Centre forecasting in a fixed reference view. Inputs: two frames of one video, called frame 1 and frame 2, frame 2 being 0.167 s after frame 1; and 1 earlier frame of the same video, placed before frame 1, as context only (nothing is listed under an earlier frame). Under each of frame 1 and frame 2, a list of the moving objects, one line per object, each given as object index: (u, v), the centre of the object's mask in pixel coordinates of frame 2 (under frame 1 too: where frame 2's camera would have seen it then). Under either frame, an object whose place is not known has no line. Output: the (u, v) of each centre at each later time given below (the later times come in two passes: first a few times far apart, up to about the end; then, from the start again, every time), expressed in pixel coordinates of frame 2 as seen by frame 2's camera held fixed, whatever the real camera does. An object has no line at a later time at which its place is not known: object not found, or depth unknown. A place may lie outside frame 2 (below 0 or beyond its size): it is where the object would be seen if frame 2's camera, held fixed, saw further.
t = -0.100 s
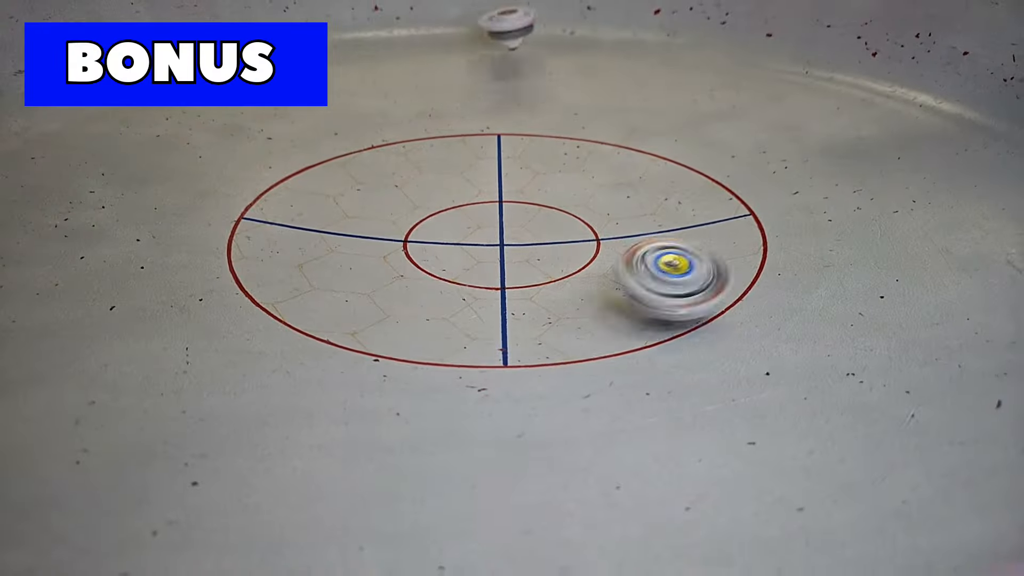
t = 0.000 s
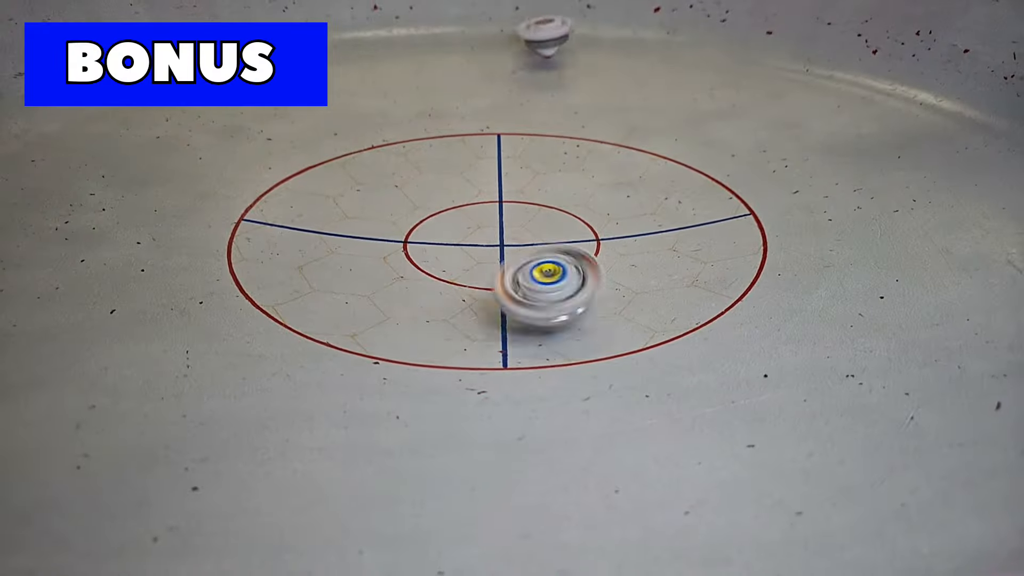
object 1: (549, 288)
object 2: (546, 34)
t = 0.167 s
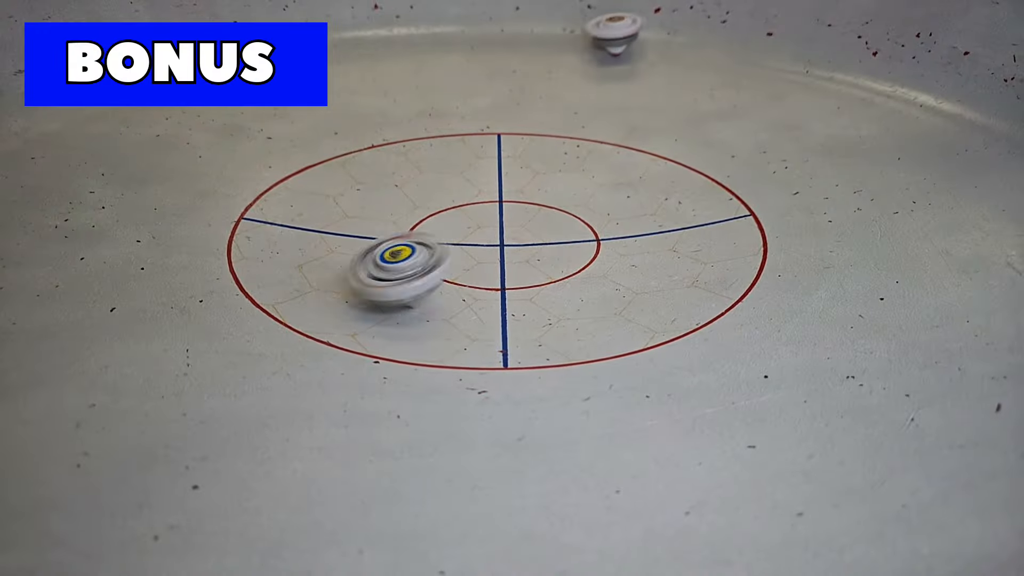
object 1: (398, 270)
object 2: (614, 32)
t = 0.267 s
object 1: (355, 255)
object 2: (673, 31)
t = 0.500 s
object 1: (350, 238)
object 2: (814, 70)
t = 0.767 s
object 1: (388, 245)
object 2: (788, 177)
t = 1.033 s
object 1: (380, 234)
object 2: (491, 261)
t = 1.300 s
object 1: (227, 160)
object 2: (402, 289)
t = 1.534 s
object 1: (167, 141)
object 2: (271, 215)
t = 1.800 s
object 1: (177, 142)
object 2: (445, 154)
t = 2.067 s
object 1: (217, 154)
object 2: (673, 177)
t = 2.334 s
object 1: (325, 182)
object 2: (769, 281)
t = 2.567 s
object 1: (445, 200)
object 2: (520, 371)
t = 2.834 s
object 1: (561, 205)
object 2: (228, 279)
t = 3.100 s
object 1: (664, 198)
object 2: (321, 166)
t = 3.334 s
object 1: (716, 197)
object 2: (498, 123)
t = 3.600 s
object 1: (692, 206)
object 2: (715, 125)
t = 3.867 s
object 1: (640, 226)
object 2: (865, 195)
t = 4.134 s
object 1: (547, 256)
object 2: (727, 308)
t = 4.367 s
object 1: (462, 267)
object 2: (392, 303)
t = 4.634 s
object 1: (443, 238)
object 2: (173, 201)
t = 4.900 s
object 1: (416, 202)
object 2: (221, 114)
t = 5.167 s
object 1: (410, 179)
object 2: (382, 90)
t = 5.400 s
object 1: (427, 175)
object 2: (537, 119)
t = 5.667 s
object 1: (466, 172)
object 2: (650, 199)
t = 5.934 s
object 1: (516, 175)
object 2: (572, 298)
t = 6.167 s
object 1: (560, 184)
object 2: (317, 311)
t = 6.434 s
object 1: (598, 200)
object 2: (206, 236)
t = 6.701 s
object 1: (608, 218)
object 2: (342, 178)
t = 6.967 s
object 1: (587, 237)
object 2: (534, 172)
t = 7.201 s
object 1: (550, 251)
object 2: (678, 199)
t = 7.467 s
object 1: (497, 258)
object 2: (721, 271)
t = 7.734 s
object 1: (442, 247)
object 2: (511, 306)
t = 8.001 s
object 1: (409, 204)
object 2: (382, 253)
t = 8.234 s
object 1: (395, 164)
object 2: (434, 216)
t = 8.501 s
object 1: (414, 131)
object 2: (560, 218)
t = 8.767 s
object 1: (466, 111)
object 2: (636, 254)
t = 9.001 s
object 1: (526, 106)
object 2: (556, 284)
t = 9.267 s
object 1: (594, 120)
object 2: (453, 244)
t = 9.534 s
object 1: (639, 153)
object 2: (496, 188)
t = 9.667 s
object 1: (651, 175)
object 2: (547, 171)
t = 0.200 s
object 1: (380, 266)
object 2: (632, 31)
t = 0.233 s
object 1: (365, 260)
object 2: (652, 30)
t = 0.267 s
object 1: (355, 255)
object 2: (673, 31)
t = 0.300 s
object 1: (346, 250)
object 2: (694, 34)
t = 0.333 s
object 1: (344, 245)
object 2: (717, 38)
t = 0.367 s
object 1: (341, 242)
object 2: (742, 44)
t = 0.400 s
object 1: (341, 240)
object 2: (764, 50)
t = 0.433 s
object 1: (343, 238)
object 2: (785, 56)
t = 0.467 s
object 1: (347, 237)
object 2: (802, 63)
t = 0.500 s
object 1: (350, 238)
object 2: (814, 70)
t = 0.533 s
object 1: (358, 238)
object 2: (824, 80)
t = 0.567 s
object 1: (363, 240)
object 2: (830, 90)
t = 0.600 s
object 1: (370, 241)
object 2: (834, 102)
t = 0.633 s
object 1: (373, 243)
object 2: (835, 115)
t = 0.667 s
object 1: (377, 244)
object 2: (830, 129)
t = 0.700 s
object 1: (380, 243)
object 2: (822, 144)
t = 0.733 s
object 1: (384, 245)
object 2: (806, 160)
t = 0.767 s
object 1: (388, 245)
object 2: (788, 177)
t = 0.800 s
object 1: (391, 245)
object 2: (763, 196)
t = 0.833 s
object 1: (394, 245)
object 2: (732, 214)
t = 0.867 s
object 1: (397, 245)
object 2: (694, 233)
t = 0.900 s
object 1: (401, 245)
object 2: (650, 246)
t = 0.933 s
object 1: (403, 245)
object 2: (603, 256)
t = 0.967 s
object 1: (407, 246)
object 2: (551, 261)
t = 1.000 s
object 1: (409, 246)
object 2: (501, 263)
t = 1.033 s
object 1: (380, 234)
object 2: (491, 261)
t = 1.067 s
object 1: (349, 223)
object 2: (488, 268)
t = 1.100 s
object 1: (321, 210)
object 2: (487, 284)
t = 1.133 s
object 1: (297, 199)
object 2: (481, 284)
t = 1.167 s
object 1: (279, 187)
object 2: (473, 292)
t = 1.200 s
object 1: (263, 178)
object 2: (463, 294)
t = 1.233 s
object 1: (249, 170)
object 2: (447, 294)
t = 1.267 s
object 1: (238, 164)
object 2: (427, 293)
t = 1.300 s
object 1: (227, 160)
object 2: (402, 289)
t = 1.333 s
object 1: (217, 156)
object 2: (371, 285)
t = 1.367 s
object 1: (207, 152)
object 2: (343, 277)
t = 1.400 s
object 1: (196, 149)
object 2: (316, 268)
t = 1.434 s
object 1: (188, 146)
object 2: (294, 256)
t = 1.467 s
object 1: (179, 144)
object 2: (279, 243)
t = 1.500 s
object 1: (173, 142)
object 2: (272, 229)
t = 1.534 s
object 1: (167, 141)
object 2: (271, 215)
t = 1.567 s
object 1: (164, 139)
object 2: (279, 202)
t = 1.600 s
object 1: (162, 139)
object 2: (293, 190)
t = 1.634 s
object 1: (163, 139)
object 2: (311, 180)
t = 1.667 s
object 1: (165, 139)
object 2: (334, 172)
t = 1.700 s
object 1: (168, 140)
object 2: (360, 165)
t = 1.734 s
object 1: (170, 141)
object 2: (388, 160)
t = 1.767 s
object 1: (174, 142)
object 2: (416, 156)
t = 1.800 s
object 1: (177, 142)
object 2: (445, 154)
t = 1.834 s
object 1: (181, 143)
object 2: (475, 153)
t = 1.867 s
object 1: (186, 144)
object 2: (504, 152)
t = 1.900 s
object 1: (190, 146)
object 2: (534, 154)
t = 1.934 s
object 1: (194, 148)
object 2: (563, 156)
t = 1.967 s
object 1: (200, 148)
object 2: (592, 159)
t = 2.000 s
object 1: (205, 149)
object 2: (619, 164)
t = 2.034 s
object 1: (209, 151)
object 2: (647, 170)
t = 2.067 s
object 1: (217, 154)
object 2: (673, 177)
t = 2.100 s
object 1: (225, 156)
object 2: (697, 185)
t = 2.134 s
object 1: (235, 158)
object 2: (720, 195)
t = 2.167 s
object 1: (247, 161)
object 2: (740, 207)
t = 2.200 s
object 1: (261, 164)
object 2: (755, 219)
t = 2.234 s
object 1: (273, 167)
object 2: (766, 234)
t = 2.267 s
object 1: (290, 171)
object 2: (773, 249)
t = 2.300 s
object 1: (308, 177)
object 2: (774, 265)
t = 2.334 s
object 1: (325, 182)
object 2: (769, 281)
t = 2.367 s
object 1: (342, 186)
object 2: (756, 299)
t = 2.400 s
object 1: (359, 189)
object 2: (735, 317)
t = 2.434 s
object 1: (375, 193)
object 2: (707, 333)
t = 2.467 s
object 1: (393, 194)
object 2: (670, 348)
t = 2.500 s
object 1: (411, 196)
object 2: (628, 358)
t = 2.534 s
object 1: (428, 198)
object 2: (576, 367)
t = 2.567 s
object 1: (445, 200)
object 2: (520, 371)
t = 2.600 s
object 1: (460, 201)
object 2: (465, 371)
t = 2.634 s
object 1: (476, 203)
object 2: (414, 365)
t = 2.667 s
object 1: (491, 203)
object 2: (365, 356)
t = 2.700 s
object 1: (505, 204)
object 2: (324, 344)
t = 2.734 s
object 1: (520, 204)
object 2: (287, 330)
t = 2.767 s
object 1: (535, 204)
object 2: (259, 313)
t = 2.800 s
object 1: (547, 204)
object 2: (240, 296)
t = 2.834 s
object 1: (561, 205)
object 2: (228, 279)
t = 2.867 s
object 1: (575, 204)
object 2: (224, 261)
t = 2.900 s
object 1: (587, 204)
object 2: (224, 245)
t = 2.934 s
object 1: (600, 204)
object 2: (232, 228)
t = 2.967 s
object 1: (614, 202)
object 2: (244, 213)
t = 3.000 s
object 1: (626, 202)
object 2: (259, 200)
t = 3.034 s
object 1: (638, 200)
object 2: (277, 187)
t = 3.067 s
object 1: (651, 199)
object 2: (298, 176)
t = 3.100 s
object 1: (664, 198)
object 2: (321, 166)
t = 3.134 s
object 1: (676, 198)
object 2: (345, 157)
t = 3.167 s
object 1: (687, 197)
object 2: (369, 149)
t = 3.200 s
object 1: (696, 197)
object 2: (394, 142)
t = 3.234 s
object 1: (703, 197)
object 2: (419, 136)
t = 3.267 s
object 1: (710, 197)
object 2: (445, 131)
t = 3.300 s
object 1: (714, 197)
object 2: (472, 126)
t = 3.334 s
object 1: (716, 197)
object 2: (498, 123)
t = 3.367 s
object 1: (716, 198)
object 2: (525, 121)
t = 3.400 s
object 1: (715, 199)
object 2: (552, 119)
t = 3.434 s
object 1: (712, 199)
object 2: (580, 117)
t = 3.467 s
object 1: (709, 201)
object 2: (607, 118)
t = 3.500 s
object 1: (707, 202)
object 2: (634, 118)
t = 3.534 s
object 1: (701, 204)
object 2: (661, 119)
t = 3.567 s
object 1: (697, 205)
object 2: (688, 122)
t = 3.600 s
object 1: (692, 206)
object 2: (715, 125)
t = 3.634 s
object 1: (688, 208)
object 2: (741, 130)
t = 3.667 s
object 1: (683, 209)
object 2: (764, 136)
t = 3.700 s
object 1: (677, 211)
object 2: (787, 143)
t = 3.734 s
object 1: (671, 213)
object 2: (808, 150)
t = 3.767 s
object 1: (664, 216)
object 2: (828, 160)
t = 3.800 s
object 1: (657, 219)
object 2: (844, 170)
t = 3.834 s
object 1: (649, 223)
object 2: (857, 182)
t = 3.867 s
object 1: (640, 226)
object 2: (865, 195)
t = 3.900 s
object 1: (630, 230)
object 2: (870, 208)
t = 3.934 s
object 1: (620, 233)
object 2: (868, 223)
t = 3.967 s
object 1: (608, 237)
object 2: (862, 238)
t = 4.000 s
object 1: (597, 242)
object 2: (849, 253)
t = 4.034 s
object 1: (584, 246)
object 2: (829, 269)
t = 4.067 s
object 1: (571, 250)
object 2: (802, 283)
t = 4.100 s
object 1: (559, 253)
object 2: (768, 296)
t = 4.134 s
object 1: (547, 256)
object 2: (727, 308)
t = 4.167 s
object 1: (534, 260)
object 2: (680, 316)
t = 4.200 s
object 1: (522, 262)
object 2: (630, 322)
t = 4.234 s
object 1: (508, 264)
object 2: (578, 324)
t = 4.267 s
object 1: (495, 262)
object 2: (526, 323)
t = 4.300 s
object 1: (482, 261)
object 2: (478, 319)
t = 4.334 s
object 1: (472, 262)
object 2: (432, 312)
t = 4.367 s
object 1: (462, 267)
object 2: (392, 303)
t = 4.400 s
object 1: (449, 271)
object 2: (357, 291)
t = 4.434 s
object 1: (440, 268)
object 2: (316, 280)
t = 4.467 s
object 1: (442, 261)
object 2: (272, 268)
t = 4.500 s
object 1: (445, 256)
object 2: (239, 256)
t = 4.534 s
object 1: (446, 250)
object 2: (214, 242)
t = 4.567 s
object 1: (447, 246)
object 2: (195, 229)
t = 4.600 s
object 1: (445, 242)
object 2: (181, 214)
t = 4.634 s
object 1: (443, 238)
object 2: (173, 201)
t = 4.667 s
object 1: (441, 233)
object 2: (168, 187)
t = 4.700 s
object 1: (438, 228)
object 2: (167, 175)
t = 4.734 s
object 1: (434, 224)
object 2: (168, 162)
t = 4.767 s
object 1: (429, 218)
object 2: (174, 151)
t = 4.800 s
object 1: (425, 214)
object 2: (182, 141)
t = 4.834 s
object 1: (422, 211)
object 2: (193, 131)
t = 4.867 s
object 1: (419, 206)
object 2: (206, 122)
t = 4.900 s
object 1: (416, 202)
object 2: (221, 114)
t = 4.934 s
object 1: (413, 197)
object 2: (238, 108)
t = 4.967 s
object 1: (411, 194)
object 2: (257, 102)
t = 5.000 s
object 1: (409, 190)
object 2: (277, 98)
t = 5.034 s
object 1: (408, 186)
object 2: (296, 94)
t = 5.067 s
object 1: (407, 183)
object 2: (316, 91)
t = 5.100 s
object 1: (407, 181)
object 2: (337, 90)
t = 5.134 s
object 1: (407, 180)
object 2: (360, 89)
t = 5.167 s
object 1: (410, 179)
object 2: (382, 90)
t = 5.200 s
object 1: (411, 177)
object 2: (405, 92)
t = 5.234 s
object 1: (412, 177)
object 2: (428, 94)
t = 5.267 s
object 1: (415, 175)
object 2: (450, 97)
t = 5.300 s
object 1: (418, 174)
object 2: (472, 101)
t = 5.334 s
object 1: (420, 175)
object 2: (494, 107)
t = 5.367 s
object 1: (424, 175)
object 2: (515, 112)
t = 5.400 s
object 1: (427, 175)
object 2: (537, 119)
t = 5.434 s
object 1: (431, 175)
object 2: (556, 127)
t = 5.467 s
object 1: (435, 175)
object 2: (575, 135)
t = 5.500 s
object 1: (439, 173)
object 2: (593, 144)
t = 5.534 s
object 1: (443, 174)
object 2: (609, 154)
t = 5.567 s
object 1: (447, 174)
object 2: (623, 165)
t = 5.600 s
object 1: (453, 173)
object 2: (634, 176)
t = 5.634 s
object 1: (461, 173)
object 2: (644, 187)
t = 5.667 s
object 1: (466, 172)
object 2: (650, 199)
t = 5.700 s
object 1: (472, 173)
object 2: (654, 211)
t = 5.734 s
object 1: (479, 172)
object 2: (655, 226)
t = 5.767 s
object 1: (484, 173)
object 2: (653, 239)
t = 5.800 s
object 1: (490, 174)
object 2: (647, 252)
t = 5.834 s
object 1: (497, 174)
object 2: (636, 265)
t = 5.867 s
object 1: (504, 175)
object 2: (619, 277)
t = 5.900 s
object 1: (511, 175)
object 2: (597, 288)
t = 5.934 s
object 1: (516, 175)
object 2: (572, 298)
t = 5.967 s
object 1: (523, 176)
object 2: (542, 306)
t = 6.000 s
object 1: (530, 177)
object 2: (507, 312)
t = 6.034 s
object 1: (535, 179)
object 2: (469, 316)
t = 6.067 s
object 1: (542, 181)
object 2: (430, 318)
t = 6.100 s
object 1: (548, 182)
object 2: (392, 318)
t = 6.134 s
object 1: (555, 183)
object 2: (353, 315)
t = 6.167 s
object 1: (560, 184)
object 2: (317, 311)
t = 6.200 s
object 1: (565, 185)
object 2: (286, 305)
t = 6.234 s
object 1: (570, 188)
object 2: (258, 298)
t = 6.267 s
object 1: (577, 190)
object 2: (238, 288)
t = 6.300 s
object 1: (584, 192)
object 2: (221, 278)
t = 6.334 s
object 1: (588, 193)
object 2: (211, 268)
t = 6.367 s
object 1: (592, 195)
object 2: (205, 258)
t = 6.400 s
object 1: (594, 197)
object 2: (204, 247)
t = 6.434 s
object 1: (598, 200)
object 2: (206, 236)
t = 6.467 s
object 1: (601, 203)
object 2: (214, 227)
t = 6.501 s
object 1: (603, 205)
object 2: (225, 218)
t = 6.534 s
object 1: (606, 207)
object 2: (239, 209)
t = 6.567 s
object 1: (608, 209)
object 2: (256, 201)
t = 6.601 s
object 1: (608, 211)
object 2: (276, 194)
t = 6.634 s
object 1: (609, 213)
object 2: (297, 188)
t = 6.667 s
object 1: (609, 215)
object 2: (319, 183)
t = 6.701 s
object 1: (608, 218)
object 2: (342, 178)
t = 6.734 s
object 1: (608, 219)
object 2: (366, 175)
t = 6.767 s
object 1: (606, 222)
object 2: (390, 173)
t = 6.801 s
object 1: (603, 224)
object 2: (416, 171)
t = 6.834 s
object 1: (601, 226)
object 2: (440, 170)
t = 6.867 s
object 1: (599, 229)
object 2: (463, 170)
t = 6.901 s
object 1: (595, 231)
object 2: (487, 170)
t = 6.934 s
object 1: (591, 234)
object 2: (511, 171)
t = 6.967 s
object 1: (587, 237)
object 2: (534, 172)
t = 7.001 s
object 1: (582, 238)
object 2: (556, 175)
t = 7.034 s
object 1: (576, 241)
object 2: (579, 178)
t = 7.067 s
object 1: (573, 243)
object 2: (601, 180)
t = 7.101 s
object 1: (568, 245)
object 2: (621, 184)
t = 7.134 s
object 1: (561, 247)
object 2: (641, 188)
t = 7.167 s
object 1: (557, 249)
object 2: (661, 193)
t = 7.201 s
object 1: (550, 251)
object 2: (678, 199)
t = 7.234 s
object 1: (542, 254)
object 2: (694, 206)
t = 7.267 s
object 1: (535, 256)
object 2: (708, 213)
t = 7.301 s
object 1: (529, 257)
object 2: (719, 221)
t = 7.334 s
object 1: (523, 257)
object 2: (728, 230)
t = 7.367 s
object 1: (517, 258)
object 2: (733, 239)
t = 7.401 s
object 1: (512, 258)
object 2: (733, 250)
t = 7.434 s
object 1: (504, 259)
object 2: (730, 260)
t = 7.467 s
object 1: (497, 258)
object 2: (721, 271)
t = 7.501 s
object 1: (491, 257)
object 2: (708, 282)
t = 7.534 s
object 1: (485, 256)
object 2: (690, 291)
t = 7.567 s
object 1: (477, 255)
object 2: (665, 298)
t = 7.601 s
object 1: (469, 254)
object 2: (639, 305)
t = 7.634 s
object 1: (462, 252)
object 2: (609, 309)
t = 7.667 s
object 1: (455, 251)
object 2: (575, 310)
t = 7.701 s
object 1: (448, 250)
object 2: (543, 310)
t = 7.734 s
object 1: (442, 247)
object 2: (511, 306)
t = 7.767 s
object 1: (436, 245)
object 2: (483, 301)
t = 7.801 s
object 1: (430, 240)
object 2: (457, 294)
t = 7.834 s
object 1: (426, 235)
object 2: (435, 286)
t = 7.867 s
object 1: (423, 231)
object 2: (420, 276)
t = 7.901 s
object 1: (419, 224)
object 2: (407, 272)
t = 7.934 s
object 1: (416, 218)
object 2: (396, 268)
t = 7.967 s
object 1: (413, 211)
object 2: (387, 261)
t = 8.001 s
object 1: (409, 204)
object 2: (382, 253)
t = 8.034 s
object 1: (406, 198)
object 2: (380, 245)
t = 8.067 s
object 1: (403, 190)
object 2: (382, 237)
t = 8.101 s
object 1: (401, 185)
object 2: (386, 230)
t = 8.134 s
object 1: (397, 179)
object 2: (395, 222)
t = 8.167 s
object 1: (396, 174)
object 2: (405, 219)
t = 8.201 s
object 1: (396, 168)
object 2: (420, 217)
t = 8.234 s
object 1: (395, 164)
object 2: (434, 216)
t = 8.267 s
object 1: (395, 159)
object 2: (451, 214)
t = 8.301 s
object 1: (397, 154)
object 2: (467, 213)
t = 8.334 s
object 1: (397, 147)
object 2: (484, 212)
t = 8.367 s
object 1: (399, 144)
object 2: (500, 212)
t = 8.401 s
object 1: (402, 141)
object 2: (518, 213)
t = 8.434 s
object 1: (406, 136)
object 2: (532, 214)
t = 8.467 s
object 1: (409, 132)
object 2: (547, 216)
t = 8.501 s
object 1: (414, 131)
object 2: (560, 218)
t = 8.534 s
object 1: (420, 127)
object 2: (574, 222)
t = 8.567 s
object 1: (424, 122)
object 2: (586, 225)
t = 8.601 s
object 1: (430, 121)
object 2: (600, 229)
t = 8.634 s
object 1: (436, 118)
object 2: (610, 233)
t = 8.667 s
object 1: (443, 116)
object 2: (619, 238)
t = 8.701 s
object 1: (449, 113)
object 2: (627, 243)
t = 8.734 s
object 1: (457, 112)
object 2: (633, 249)
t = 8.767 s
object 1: (466, 111)
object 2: (636, 254)
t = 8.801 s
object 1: (473, 108)
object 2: (634, 260)
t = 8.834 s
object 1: (481, 108)
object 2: (630, 266)
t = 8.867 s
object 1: (490, 108)
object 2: (619, 271)
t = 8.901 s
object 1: (499, 106)
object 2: (608, 276)
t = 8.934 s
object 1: (508, 106)
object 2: (591, 280)
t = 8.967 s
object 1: (517, 107)
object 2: (576, 283)
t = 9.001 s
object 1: (526, 106)
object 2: (556, 284)
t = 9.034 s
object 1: (534, 107)
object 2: (537, 283)
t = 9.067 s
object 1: (544, 109)
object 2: (519, 280)
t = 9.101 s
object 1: (553, 110)
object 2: (502, 276)
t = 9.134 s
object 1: (562, 111)
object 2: (487, 272)
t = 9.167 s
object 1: (570, 113)
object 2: (474, 265)
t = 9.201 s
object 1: (579, 115)
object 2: (464, 259)
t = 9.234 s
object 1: (585, 117)
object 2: (458, 251)
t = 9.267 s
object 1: (594, 120)
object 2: (453, 244)
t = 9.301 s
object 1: (602, 123)
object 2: (454, 236)
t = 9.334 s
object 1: (608, 127)
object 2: (454, 228)
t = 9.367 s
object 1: (616, 131)
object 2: (458, 222)
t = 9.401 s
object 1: (623, 135)
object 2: (461, 214)
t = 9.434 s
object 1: (627, 138)
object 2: (467, 207)
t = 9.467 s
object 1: (632, 144)
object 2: (476, 200)
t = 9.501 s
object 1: (637, 148)
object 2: (485, 194)
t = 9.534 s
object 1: (639, 153)
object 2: (496, 188)
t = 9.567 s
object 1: (644, 158)
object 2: (509, 183)
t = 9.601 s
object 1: (648, 163)
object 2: (521, 179)
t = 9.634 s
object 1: (649, 168)
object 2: (535, 175)
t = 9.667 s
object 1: (651, 175)
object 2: (547, 171)
